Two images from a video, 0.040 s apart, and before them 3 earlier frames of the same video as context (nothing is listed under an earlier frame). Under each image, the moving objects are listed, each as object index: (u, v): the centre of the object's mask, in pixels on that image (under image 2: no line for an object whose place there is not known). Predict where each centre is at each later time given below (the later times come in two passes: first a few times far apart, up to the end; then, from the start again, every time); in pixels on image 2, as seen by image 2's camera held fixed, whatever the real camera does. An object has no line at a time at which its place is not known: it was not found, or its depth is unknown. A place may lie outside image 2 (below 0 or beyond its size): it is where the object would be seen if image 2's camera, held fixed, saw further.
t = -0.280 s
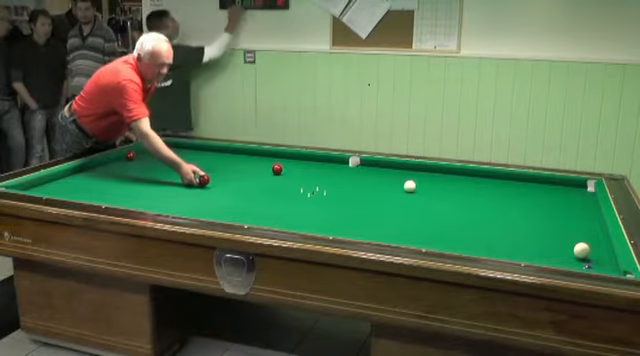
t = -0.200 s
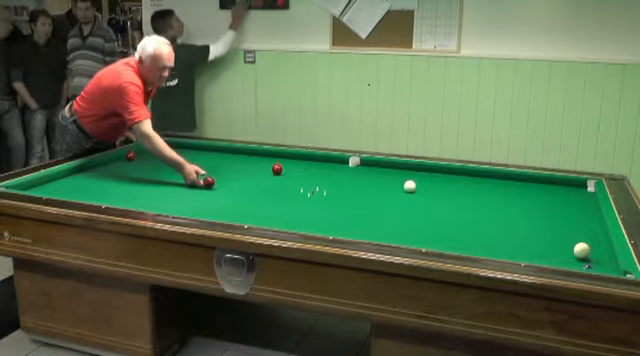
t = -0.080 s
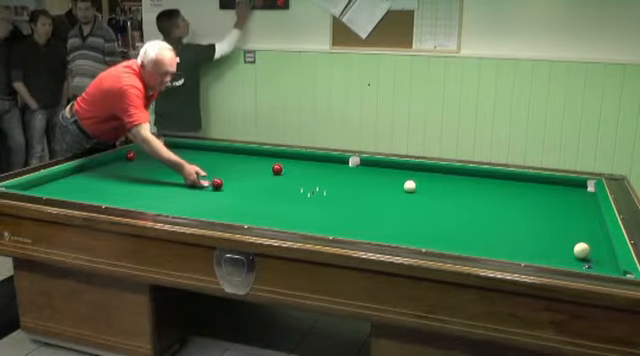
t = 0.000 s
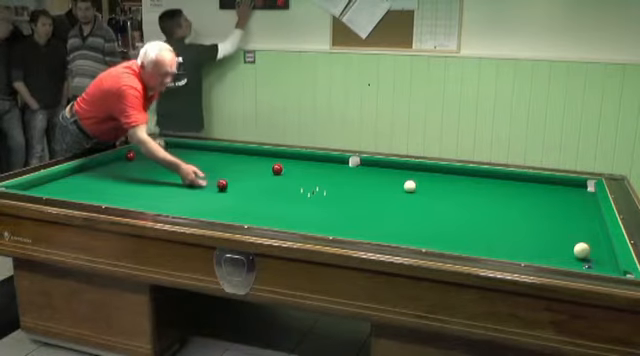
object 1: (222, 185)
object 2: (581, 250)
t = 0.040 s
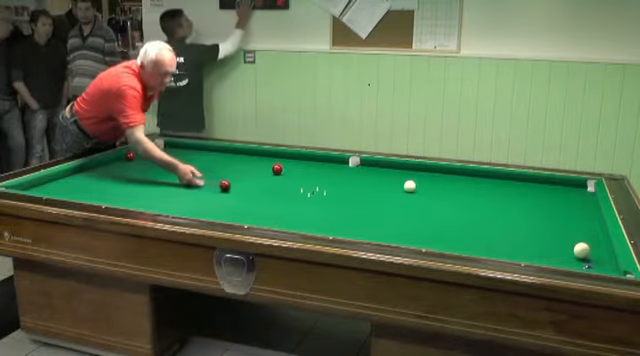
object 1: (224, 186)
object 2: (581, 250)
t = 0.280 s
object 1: (241, 189)
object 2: (582, 250)
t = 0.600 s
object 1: (263, 194)
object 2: (582, 250)
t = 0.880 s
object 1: (283, 197)
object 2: (581, 250)
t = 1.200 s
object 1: (306, 202)
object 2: (581, 250)
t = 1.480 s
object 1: (326, 206)
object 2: (582, 250)
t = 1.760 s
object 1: (347, 210)
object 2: (581, 250)
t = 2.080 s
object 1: (370, 214)
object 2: (582, 250)
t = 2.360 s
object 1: (391, 218)
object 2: (582, 250)
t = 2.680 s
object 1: (414, 223)
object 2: (581, 250)
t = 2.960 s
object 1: (434, 227)
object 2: (581, 250)
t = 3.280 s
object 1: (456, 231)
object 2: (581, 250)
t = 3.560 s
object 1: (476, 235)
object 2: (582, 250)
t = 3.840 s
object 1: (496, 238)
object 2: (582, 250)
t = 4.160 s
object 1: (517, 242)
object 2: (582, 250)
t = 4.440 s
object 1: (535, 246)
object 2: (582, 250)
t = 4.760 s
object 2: (582, 250)
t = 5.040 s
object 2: (583, 250)
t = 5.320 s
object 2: (590, 249)
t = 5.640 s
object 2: (596, 248)
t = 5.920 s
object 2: (601, 248)
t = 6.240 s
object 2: (605, 248)
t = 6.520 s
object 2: (603, 248)
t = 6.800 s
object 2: (603, 247)
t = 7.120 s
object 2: (602, 247)
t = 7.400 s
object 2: (602, 247)
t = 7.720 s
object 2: (602, 247)
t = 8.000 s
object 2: (602, 247)
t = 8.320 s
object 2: (602, 247)
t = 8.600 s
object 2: (602, 247)
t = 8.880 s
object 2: (603, 247)
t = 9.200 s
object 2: (602, 247)
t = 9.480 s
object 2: (602, 247)
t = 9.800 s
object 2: (602, 247)
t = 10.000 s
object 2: (602, 247)
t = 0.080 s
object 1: (227, 186)
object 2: (581, 250)
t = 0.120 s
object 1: (230, 187)
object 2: (582, 250)
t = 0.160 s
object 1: (233, 187)
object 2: (582, 250)
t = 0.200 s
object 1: (235, 188)
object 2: (582, 250)
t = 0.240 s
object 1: (238, 189)
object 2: (582, 250)
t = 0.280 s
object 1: (241, 189)
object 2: (582, 250)
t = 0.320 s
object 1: (244, 190)
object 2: (582, 250)
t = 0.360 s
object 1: (246, 190)
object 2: (582, 250)
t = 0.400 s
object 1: (249, 191)
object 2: (582, 250)
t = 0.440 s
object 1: (252, 191)
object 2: (582, 250)
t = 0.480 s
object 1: (255, 192)
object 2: (582, 250)
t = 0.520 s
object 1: (258, 192)
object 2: (582, 250)
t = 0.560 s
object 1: (260, 193)
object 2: (582, 250)
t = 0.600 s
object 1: (263, 194)
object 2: (582, 250)
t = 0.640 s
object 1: (266, 194)
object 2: (582, 250)
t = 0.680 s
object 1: (269, 195)
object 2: (582, 250)
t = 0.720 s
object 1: (272, 195)
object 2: (582, 250)
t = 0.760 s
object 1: (274, 196)
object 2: (581, 250)
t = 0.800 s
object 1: (277, 196)
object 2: (581, 250)
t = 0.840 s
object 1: (280, 197)
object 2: (581, 250)
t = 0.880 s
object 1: (283, 197)
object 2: (581, 250)
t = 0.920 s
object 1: (286, 198)
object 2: (581, 250)
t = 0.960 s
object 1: (288, 199)
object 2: (581, 250)
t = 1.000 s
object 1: (292, 199)
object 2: (581, 250)
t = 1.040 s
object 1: (295, 200)
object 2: (581, 250)
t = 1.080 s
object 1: (298, 200)
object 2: (581, 250)
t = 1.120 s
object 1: (300, 201)
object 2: (581, 250)
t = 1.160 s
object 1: (303, 201)
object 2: (581, 250)
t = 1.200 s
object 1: (306, 202)
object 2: (581, 250)
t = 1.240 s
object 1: (309, 203)
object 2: (581, 250)
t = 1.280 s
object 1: (312, 204)
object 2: (581, 250)
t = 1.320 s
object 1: (315, 204)
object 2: (581, 250)
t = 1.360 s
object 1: (317, 205)
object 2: (581, 250)
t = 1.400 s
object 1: (321, 205)
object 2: (582, 250)
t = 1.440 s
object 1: (324, 206)
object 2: (581, 250)
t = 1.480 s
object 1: (326, 206)
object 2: (582, 250)
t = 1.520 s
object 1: (330, 207)
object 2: (581, 250)
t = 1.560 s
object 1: (332, 207)
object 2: (581, 250)
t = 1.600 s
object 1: (335, 208)
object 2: (581, 250)
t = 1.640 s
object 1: (338, 209)
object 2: (581, 250)
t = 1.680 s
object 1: (341, 209)
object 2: (581, 250)
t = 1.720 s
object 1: (344, 209)
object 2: (581, 250)
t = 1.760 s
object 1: (347, 210)
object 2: (581, 250)
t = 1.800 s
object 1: (350, 210)
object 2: (581, 250)
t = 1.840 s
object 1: (352, 211)
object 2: (581, 250)
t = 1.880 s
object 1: (356, 212)
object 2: (581, 250)
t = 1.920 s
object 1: (358, 212)
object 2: (581, 250)
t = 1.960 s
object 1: (362, 213)
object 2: (581, 250)
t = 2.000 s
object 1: (365, 213)
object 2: (581, 250)
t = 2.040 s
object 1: (368, 214)
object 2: (582, 250)
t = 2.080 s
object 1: (370, 214)
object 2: (582, 250)
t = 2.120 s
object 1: (373, 215)
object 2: (582, 250)
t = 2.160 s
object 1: (376, 215)
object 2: (582, 250)
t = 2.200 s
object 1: (379, 216)
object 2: (582, 250)
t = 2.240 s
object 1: (382, 216)
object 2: (582, 250)
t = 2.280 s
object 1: (385, 217)
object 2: (582, 250)
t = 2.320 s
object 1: (388, 218)
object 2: (582, 250)
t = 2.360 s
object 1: (391, 218)
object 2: (582, 250)
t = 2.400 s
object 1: (394, 219)
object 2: (582, 250)
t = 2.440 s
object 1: (397, 219)
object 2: (582, 250)
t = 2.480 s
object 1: (400, 220)
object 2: (582, 250)
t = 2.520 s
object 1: (402, 220)
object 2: (582, 250)
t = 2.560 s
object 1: (405, 221)
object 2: (582, 250)
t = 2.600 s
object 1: (408, 222)
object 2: (582, 250)
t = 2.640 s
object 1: (411, 222)
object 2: (582, 250)
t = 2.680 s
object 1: (414, 223)
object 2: (581, 250)
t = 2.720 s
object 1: (417, 223)
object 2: (581, 250)
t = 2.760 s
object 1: (420, 224)
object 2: (581, 250)
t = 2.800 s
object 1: (423, 224)
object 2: (581, 250)
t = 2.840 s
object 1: (426, 225)
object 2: (581, 250)
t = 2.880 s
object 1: (428, 225)
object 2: (581, 250)
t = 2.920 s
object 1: (431, 226)
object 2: (581, 250)
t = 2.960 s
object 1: (434, 227)
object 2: (581, 250)
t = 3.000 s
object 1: (436, 227)
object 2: (581, 250)
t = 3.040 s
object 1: (440, 228)
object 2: (581, 250)
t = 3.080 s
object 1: (442, 228)
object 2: (581, 250)
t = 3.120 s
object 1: (445, 229)
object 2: (581, 250)
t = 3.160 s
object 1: (448, 229)
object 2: (581, 250)
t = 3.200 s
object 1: (451, 230)
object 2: (581, 250)
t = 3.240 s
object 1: (454, 230)
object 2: (581, 250)
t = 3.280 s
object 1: (456, 231)
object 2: (581, 250)
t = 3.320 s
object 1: (459, 231)
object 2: (582, 250)
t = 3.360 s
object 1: (462, 232)
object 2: (582, 250)
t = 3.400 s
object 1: (465, 233)
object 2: (582, 250)
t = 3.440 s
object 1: (468, 233)
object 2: (582, 250)
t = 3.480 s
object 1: (471, 234)
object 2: (582, 250)
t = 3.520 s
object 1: (473, 234)
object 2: (582, 250)
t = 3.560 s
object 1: (476, 235)
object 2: (582, 250)
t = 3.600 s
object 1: (479, 235)
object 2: (582, 250)
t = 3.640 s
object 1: (482, 236)
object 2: (582, 250)
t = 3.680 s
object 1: (484, 236)
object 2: (582, 250)
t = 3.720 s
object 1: (487, 237)
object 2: (582, 250)
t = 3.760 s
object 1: (490, 237)
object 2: (582, 250)
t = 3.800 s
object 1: (493, 237)
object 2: (582, 250)
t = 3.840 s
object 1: (496, 238)
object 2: (582, 250)
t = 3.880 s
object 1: (498, 239)
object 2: (582, 250)
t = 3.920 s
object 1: (501, 239)
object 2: (581, 250)
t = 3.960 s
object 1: (503, 240)
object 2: (582, 250)
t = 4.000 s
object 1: (506, 240)
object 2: (582, 250)
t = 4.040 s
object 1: (509, 241)
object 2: (582, 250)
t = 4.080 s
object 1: (512, 241)
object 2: (582, 250)
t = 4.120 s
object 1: (514, 242)
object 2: (582, 250)
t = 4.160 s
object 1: (517, 242)
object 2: (582, 250)
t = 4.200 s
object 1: (519, 243)
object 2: (582, 250)
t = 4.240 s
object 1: (522, 243)
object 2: (582, 250)
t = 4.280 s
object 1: (524, 244)
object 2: (582, 250)
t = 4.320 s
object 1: (527, 244)
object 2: (582, 250)
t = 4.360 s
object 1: (529, 245)
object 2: (582, 250)
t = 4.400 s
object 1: (532, 245)
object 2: (582, 250)
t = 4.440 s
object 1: (535, 246)
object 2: (582, 250)
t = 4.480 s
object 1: (537, 246)
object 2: (582, 250)
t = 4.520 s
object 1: (540, 246)
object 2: (582, 250)
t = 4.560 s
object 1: (542, 247)
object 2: (582, 250)
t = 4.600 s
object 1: (545, 248)
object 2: (582, 250)
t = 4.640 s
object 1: (547, 248)
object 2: (582, 250)
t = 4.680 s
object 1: (550, 249)
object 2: (582, 250)
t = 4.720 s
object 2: (582, 250)
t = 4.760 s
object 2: (582, 250)
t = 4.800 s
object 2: (581, 250)
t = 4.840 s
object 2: (582, 250)
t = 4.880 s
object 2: (582, 250)
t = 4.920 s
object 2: (581, 250)
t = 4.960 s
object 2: (582, 250)
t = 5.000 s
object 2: (582, 250)
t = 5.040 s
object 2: (583, 250)
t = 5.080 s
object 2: (584, 250)
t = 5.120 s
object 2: (585, 249)
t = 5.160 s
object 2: (586, 249)
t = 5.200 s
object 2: (587, 249)
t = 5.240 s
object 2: (588, 249)
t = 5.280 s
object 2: (589, 249)
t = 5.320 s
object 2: (590, 249)
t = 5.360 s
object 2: (591, 249)
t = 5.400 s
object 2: (591, 249)
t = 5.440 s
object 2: (592, 249)
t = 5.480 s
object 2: (593, 249)
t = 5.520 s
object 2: (594, 249)
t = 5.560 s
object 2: (595, 248)
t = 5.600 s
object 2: (596, 248)
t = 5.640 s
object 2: (596, 248)
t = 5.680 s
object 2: (597, 248)
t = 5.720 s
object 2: (597, 248)
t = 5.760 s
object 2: (598, 248)
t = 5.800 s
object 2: (599, 248)
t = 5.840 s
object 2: (600, 248)
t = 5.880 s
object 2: (600, 248)
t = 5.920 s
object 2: (601, 248)
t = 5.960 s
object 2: (602, 248)
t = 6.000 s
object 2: (602, 248)
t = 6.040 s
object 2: (603, 248)
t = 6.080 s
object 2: (603, 248)
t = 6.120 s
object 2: (604, 248)
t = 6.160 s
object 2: (605, 248)
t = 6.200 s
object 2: (605, 248)
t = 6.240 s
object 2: (605, 248)
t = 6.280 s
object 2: (605, 248)
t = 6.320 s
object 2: (605, 248)
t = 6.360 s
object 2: (604, 248)
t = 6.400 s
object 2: (604, 248)
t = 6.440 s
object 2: (604, 248)
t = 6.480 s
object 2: (604, 248)
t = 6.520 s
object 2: (603, 248)
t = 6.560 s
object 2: (603, 248)
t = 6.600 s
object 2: (603, 247)
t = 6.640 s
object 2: (603, 247)
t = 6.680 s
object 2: (603, 247)
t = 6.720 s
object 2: (603, 247)
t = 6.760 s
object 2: (603, 247)
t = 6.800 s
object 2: (603, 247)
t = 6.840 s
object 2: (603, 247)
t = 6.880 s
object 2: (602, 247)
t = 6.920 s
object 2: (602, 247)
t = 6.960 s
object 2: (602, 247)
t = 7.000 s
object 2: (602, 247)
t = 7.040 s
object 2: (602, 247)
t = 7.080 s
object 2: (602, 247)
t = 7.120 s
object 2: (602, 247)
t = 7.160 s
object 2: (602, 247)
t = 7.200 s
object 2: (602, 247)
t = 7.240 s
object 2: (602, 247)
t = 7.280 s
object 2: (602, 247)
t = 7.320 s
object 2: (602, 247)
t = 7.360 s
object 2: (602, 247)
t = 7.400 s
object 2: (602, 247)
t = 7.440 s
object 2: (602, 247)
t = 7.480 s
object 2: (602, 247)
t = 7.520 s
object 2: (602, 247)
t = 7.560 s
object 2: (602, 247)
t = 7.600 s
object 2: (602, 247)
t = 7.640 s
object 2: (602, 247)
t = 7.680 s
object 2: (602, 247)
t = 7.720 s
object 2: (602, 247)
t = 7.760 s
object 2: (602, 247)
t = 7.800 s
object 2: (602, 247)
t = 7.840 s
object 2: (602, 247)
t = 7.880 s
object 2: (602, 247)
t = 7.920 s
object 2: (602, 247)
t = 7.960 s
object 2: (602, 247)
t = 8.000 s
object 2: (602, 247)
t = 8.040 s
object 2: (602, 248)
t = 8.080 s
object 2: (602, 247)
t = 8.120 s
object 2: (602, 247)
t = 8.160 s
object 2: (602, 247)
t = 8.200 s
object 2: (602, 247)
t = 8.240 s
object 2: (602, 247)
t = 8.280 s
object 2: (602, 247)
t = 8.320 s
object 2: (602, 247)
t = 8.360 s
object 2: (602, 247)
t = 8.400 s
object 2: (602, 247)
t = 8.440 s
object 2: (602, 247)
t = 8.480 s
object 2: (602, 247)
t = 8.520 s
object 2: (602, 247)
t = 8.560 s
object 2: (602, 247)
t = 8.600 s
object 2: (602, 247)
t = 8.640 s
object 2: (602, 247)
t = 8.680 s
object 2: (603, 247)
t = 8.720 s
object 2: (603, 247)
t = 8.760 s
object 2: (603, 247)
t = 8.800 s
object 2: (603, 247)
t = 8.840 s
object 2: (603, 247)
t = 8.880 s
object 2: (603, 247)
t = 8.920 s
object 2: (603, 247)
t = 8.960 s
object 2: (603, 247)
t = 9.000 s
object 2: (603, 247)
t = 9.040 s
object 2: (603, 247)
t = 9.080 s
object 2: (602, 247)
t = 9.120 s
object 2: (603, 247)
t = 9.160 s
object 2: (602, 247)
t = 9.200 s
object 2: (602, 247)
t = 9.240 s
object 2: (602, 247)
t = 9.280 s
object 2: (602, 247)
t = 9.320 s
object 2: (602, 247)
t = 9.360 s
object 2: (602, 247)
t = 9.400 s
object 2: (602, 247)
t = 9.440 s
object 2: (602, 247)
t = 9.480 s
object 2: (602, 247)
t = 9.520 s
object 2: (602, 247)
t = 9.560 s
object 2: (602, 247)
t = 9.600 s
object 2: (602, 247)
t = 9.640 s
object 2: (602, 247)
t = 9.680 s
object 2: (602, 247)
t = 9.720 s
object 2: (602, 247)
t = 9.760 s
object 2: (602, 247)
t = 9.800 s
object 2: (602, 247)
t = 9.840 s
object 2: (602, 247)
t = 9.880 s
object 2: (602, 247)
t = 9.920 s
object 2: (602, 247)
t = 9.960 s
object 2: (602, 247)
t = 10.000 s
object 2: (602, 247)
